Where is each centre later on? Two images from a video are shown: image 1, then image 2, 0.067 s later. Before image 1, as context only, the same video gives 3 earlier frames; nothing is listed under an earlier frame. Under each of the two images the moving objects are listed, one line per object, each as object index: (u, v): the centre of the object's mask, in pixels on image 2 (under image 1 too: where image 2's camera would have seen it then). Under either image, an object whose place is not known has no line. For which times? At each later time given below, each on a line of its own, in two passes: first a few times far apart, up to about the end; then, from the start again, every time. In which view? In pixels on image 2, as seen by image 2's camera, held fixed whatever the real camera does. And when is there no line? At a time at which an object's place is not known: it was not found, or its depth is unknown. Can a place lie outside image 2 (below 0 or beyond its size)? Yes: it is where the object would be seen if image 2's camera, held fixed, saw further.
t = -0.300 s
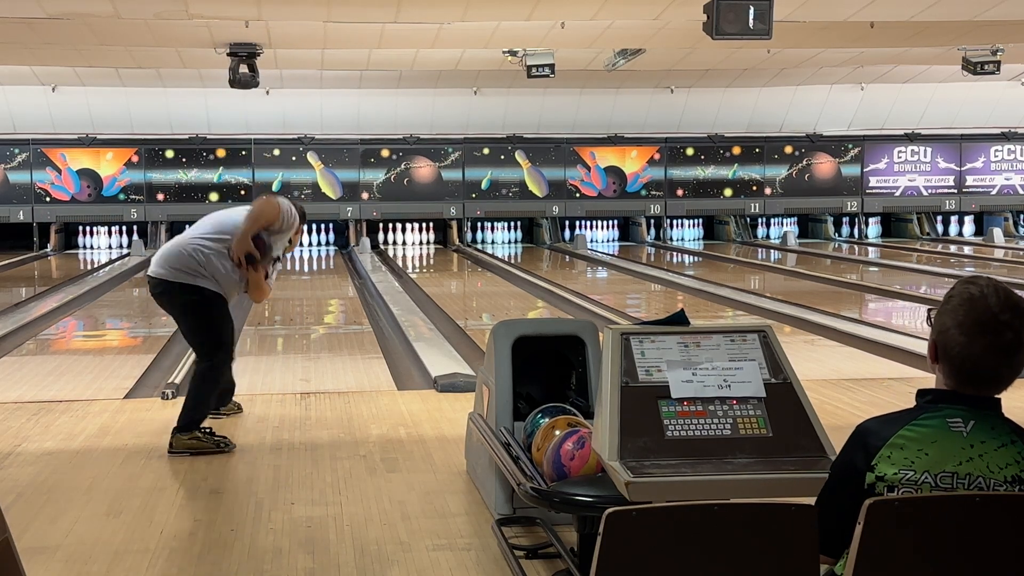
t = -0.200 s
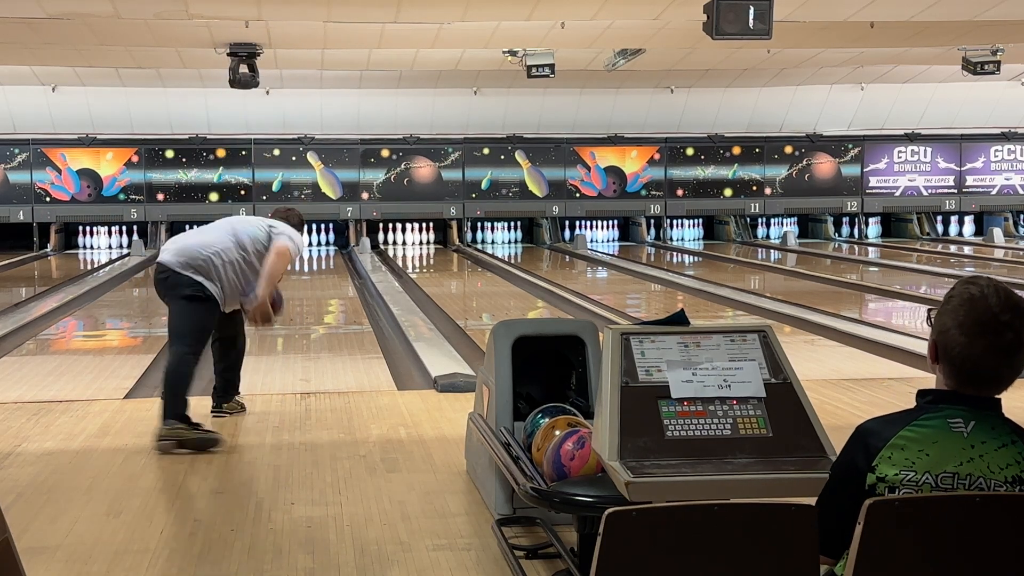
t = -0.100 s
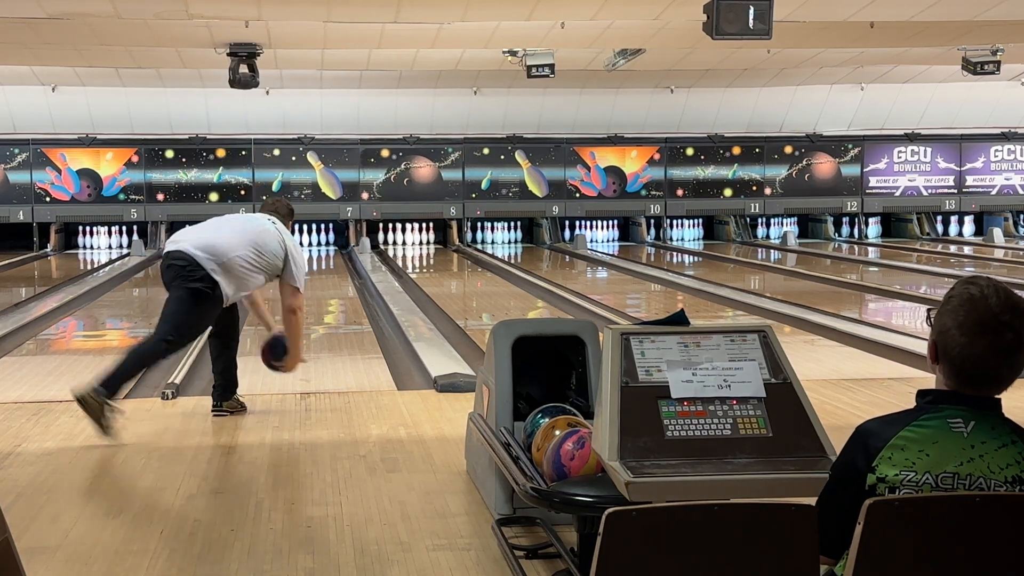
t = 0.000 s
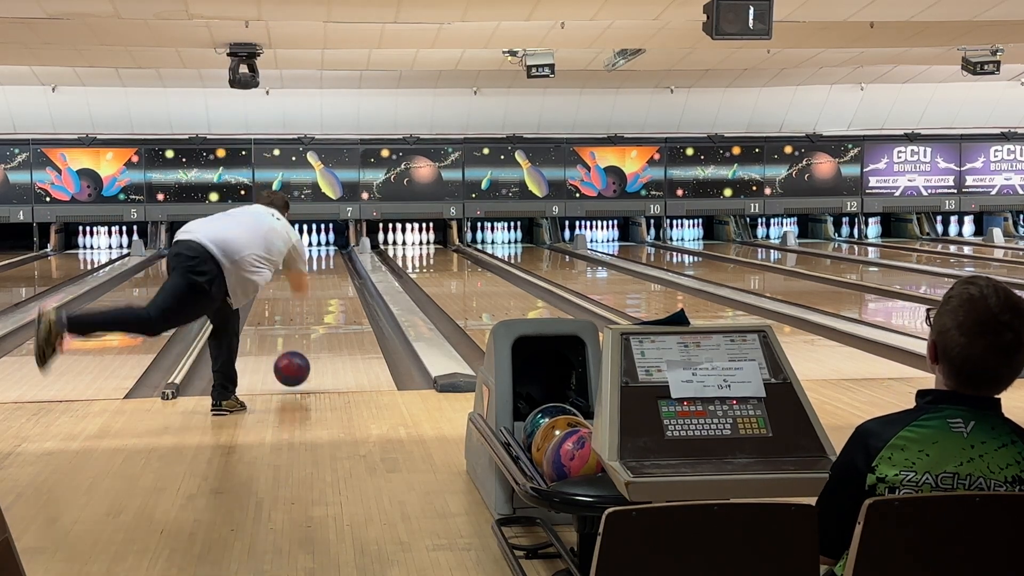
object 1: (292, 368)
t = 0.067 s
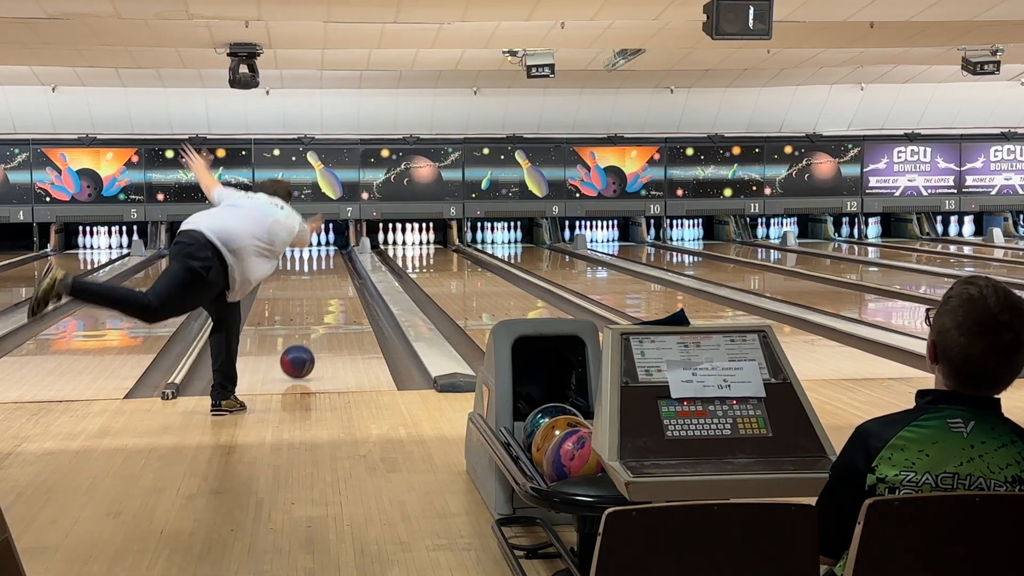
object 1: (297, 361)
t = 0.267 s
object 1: (311, 337)
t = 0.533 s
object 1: (323, 311)
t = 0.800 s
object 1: (332, 294)
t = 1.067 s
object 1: (337, 280)
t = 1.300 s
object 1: (341, 272)
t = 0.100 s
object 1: (300, 357)
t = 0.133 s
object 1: (303, 354)
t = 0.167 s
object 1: (305, 350)
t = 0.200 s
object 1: (307, 346)
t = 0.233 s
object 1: (309, 341)
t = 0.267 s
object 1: (311, 337)
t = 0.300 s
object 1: (313, 334)
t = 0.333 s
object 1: (315, 330)
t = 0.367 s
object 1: (316, 326)
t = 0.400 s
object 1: (318, 323)
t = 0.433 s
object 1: (319, 320)
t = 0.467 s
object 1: (321, 317)
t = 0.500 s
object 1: (322, 314)
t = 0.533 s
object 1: (323, 311)
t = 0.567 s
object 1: (325, 309)
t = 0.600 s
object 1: (326, 307)
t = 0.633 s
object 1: (327, 305)
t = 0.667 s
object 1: (328, 302)
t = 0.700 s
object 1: (329, 300)
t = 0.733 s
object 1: (330, 298)
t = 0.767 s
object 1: (331, 296)
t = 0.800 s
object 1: (332, 294)
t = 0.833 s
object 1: (332, 292)
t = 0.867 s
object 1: (333, 290)
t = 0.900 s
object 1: (334, 288)
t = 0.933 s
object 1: (334, 287)
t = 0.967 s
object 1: (335, 285)
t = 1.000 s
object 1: (336, 283)
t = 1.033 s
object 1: (336, 282)
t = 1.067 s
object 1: (337, 280)
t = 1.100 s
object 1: (337, 279)
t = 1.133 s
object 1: (338, 277)
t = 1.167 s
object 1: (339, 276)
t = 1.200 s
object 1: (339, 275)
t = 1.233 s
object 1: (340, 273)
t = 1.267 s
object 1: (341, 272)
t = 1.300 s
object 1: (341, 272)
